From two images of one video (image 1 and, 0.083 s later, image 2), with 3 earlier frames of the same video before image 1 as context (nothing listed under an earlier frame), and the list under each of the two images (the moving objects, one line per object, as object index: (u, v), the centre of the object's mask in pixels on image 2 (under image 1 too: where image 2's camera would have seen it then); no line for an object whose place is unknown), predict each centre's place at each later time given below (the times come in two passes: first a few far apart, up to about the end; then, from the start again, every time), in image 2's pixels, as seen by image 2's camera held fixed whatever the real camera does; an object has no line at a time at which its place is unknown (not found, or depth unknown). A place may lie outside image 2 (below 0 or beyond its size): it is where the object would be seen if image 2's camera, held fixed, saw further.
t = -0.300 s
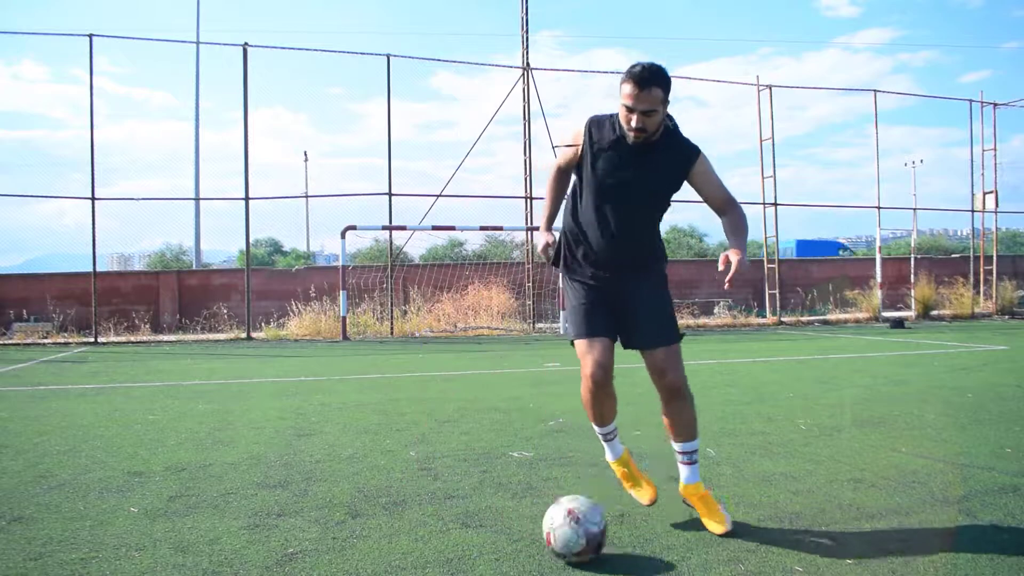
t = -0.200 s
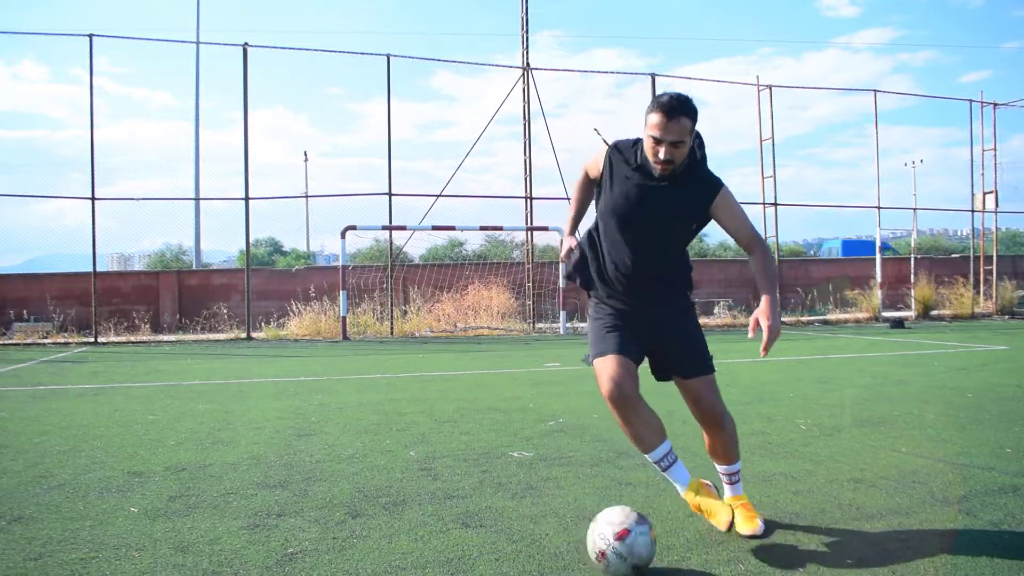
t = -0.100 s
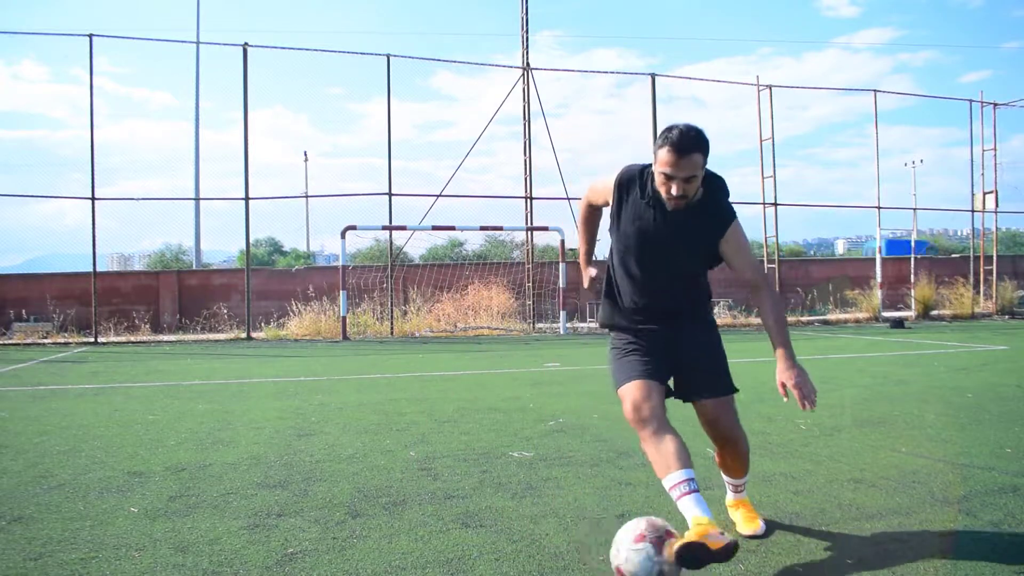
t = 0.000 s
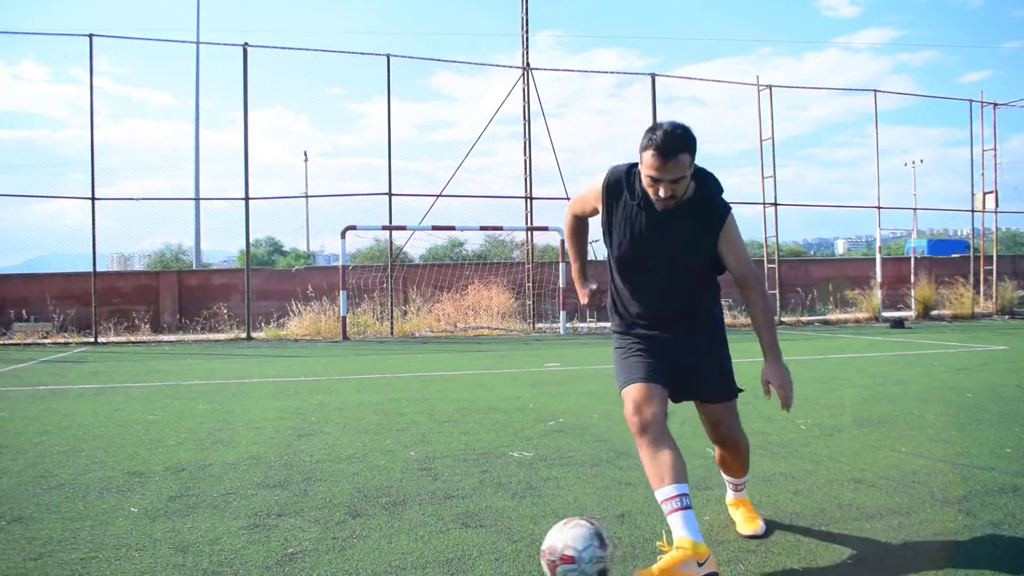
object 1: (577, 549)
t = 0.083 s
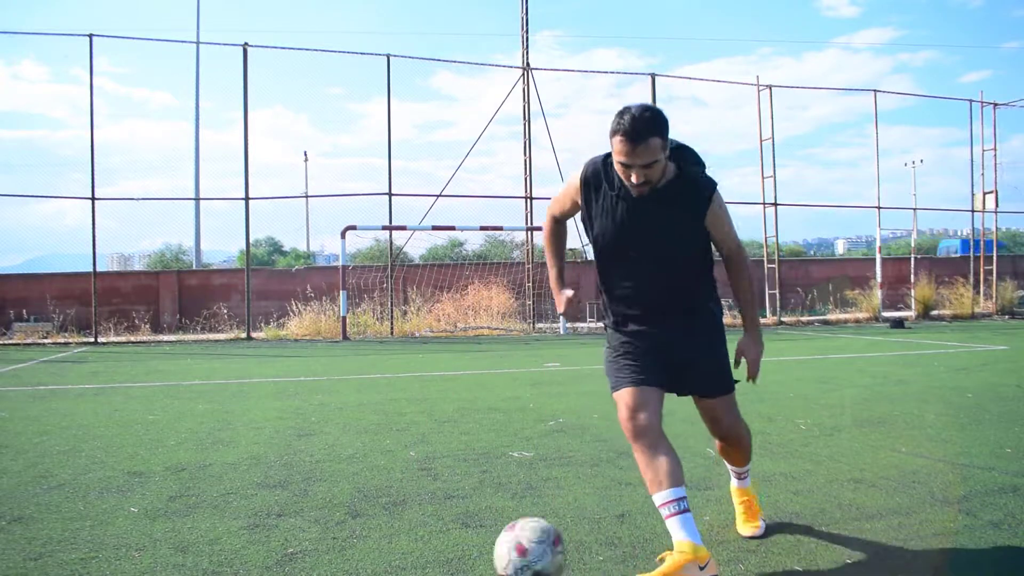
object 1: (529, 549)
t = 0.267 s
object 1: (444, 551)
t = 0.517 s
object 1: (331, 552)
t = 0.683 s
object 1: (260, 553)
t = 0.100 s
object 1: (521, 549)
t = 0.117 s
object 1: (513, 549)
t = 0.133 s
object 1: (506, 550)
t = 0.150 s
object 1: (498, 550)
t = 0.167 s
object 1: (490, 550)
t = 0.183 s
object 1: (483, 550)
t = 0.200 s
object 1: (476, 550)
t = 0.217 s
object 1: (468, 550)
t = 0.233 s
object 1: (460, 550)
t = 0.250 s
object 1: (452, 551)
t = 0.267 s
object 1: (444, 551)
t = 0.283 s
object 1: (437, 551)
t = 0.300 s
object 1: (429, 551)
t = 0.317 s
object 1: (421, 551)
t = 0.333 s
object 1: (413, 551)
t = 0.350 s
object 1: (407, 552)
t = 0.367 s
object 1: (399, 552)
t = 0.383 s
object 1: (390, 552)
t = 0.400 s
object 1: (383, 552)
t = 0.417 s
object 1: (375, 552)
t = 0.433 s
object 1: (368, 552)
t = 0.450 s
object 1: (361, 552)
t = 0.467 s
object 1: (354, 552)
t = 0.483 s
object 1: (346, 552)
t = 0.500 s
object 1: (338, 552)
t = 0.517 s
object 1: (331, 552)
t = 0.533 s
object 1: (323, 553)
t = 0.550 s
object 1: (316, 553)
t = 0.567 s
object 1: (308, 553)
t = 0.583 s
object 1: (301, 553)
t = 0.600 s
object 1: (294, 553)
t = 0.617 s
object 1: (287, 553)
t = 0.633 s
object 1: (279, 553)
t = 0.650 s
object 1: (276, 554)
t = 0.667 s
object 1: (272, 554)
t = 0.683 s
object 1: (260, 553)
